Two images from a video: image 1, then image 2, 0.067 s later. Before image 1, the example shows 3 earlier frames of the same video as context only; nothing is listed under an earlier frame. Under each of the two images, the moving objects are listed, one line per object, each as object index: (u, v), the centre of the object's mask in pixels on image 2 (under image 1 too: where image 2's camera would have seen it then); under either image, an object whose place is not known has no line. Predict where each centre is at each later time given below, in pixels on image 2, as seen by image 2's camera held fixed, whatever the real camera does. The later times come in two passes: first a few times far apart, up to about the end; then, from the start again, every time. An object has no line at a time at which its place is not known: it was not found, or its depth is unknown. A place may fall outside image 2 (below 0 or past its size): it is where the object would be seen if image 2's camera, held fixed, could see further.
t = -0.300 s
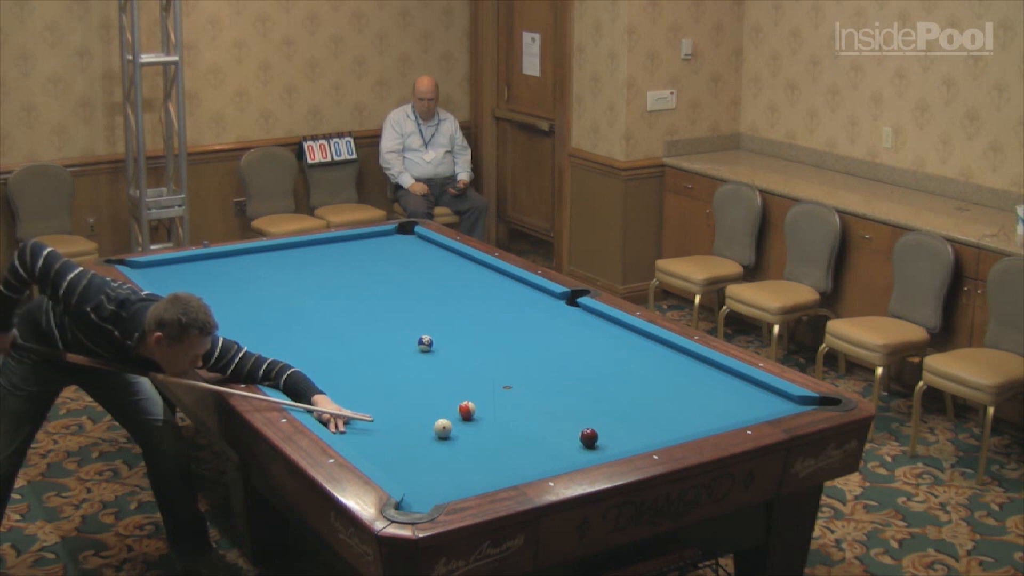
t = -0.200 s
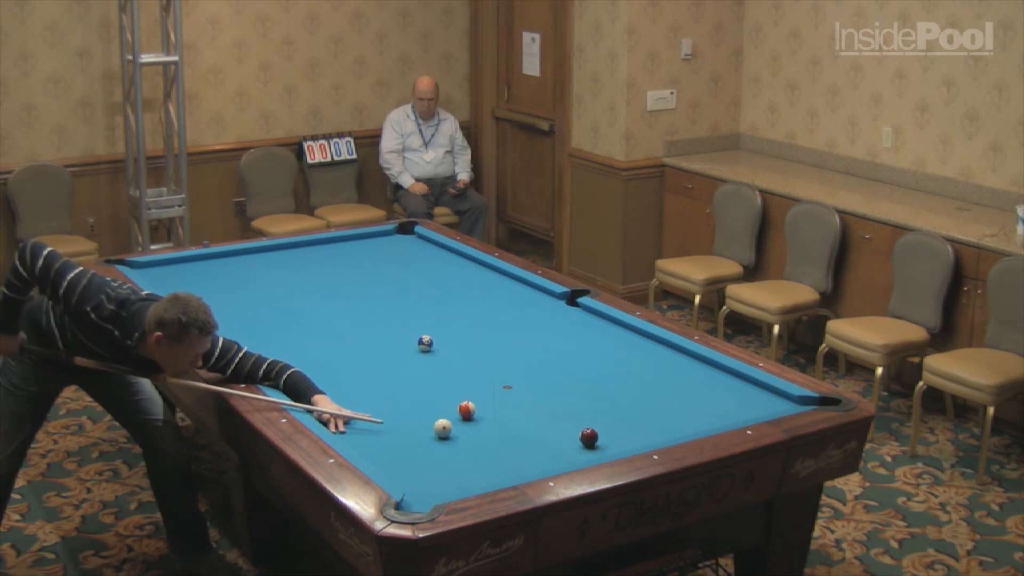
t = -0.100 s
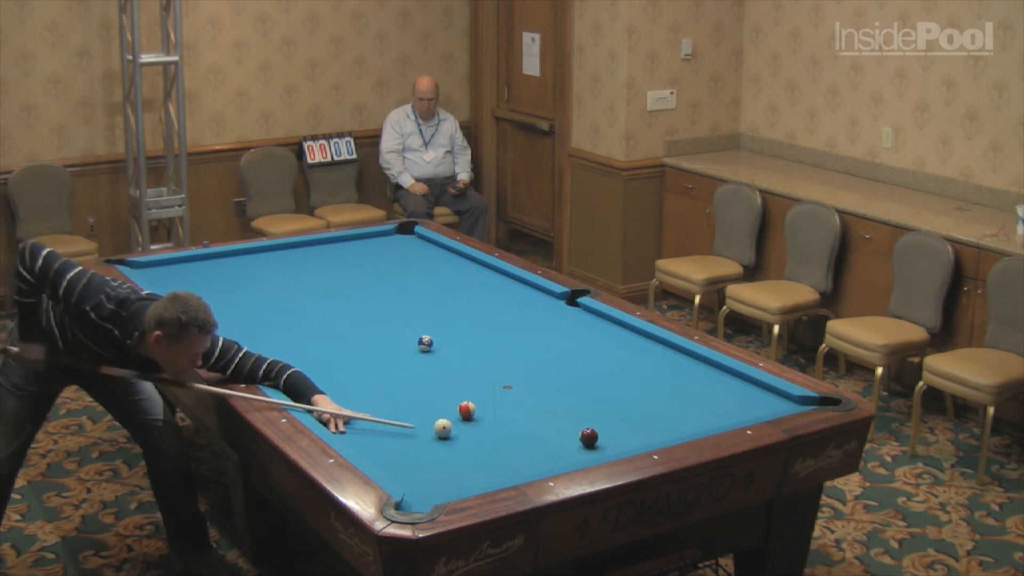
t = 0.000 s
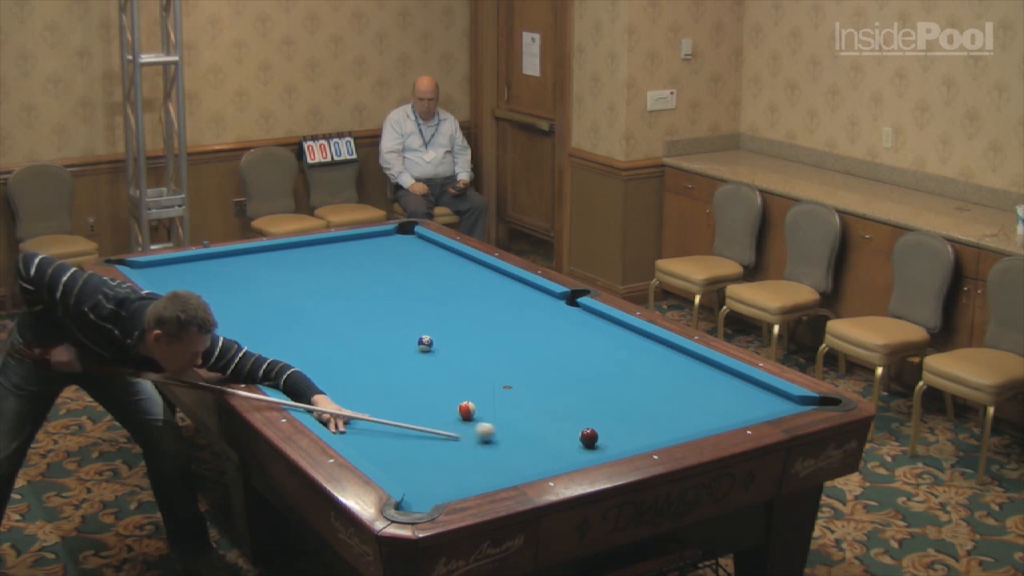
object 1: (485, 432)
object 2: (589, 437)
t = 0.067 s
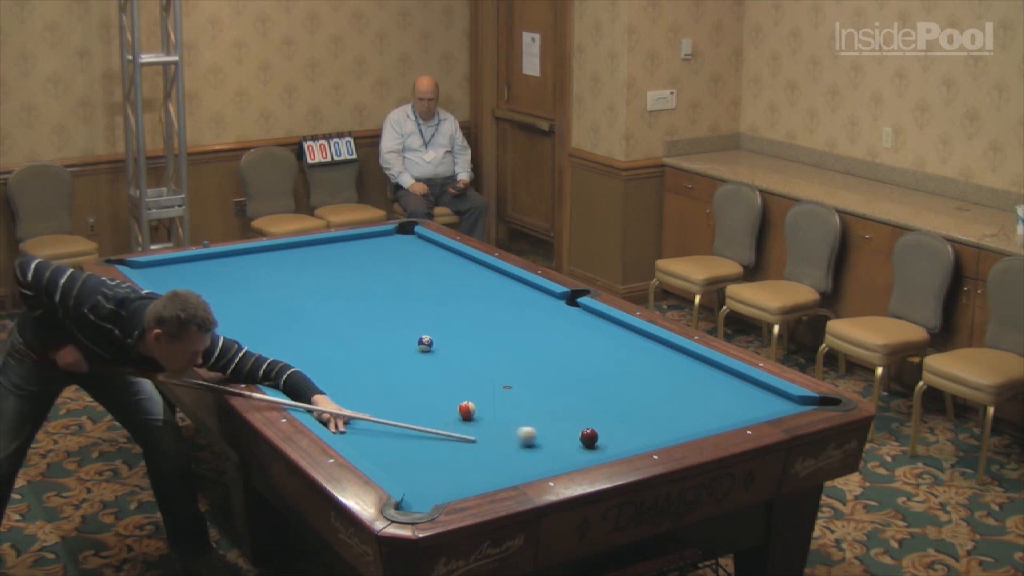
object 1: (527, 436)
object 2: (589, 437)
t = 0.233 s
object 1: (582, 449)
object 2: (623, 432)
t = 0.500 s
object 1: (566, 454)
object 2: (701, 420)
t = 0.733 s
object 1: (534, 451)
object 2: (763, 409)
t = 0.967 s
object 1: (503, 447)
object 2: (809, 400)
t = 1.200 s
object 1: (474, 443)
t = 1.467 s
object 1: (442, 439)
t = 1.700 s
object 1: (416, 436)
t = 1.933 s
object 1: (393, 433)
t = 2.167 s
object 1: (370, 430)
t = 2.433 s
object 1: (347, 428)
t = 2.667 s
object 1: (331, 423)
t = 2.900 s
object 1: (332, 420)
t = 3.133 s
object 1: (334, 417)
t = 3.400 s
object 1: (336, 413)
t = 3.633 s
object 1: (338, 410)
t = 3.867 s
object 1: (338, 408)
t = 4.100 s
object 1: (338, 406)
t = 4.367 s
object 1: (339, 405)
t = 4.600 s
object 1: (339, 404)
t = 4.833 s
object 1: (339, 404)
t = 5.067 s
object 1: (340, 404)
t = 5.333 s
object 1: (340, 404)
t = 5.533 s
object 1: (340, 404)
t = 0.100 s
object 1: (547, 438)
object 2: (589, 437)
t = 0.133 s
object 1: (566, 440)
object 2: (589, 437)
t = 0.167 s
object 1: (574, 443)
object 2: (599, 436)
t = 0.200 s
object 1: (578, 446)
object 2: (611, 435)
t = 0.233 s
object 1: (582, 449)
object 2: (623, 432)
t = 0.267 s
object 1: (585, 451)
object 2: (635, 431)
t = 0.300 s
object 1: (587, 452)
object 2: (645, 430)
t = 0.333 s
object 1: (590, 453)
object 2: (655, 428)
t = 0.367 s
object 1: (587, 453)
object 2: (665, 426)
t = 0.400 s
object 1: (581, 454)
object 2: (674, 425)
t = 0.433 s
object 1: (576, 454)
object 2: (683, 423)
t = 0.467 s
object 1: (571, 454)
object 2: (692, 422)
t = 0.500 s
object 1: (566, 454)
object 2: (701, 420)
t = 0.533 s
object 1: (562, 454)
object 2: (710, 419)
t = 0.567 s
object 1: (557, 454)
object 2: (719, 417)
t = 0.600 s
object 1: (552, 453)
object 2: (728, 416)
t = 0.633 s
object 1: (548, 453)
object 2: (737, 414)
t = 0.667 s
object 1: (543, 452)
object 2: (746, 412)
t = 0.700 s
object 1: (539, 451)
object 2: (754, 410)
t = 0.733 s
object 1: (534, 451)
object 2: (763, 409)
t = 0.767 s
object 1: (530, 450)
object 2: (771, 407)
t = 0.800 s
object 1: (525, 449)
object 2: (779, 406)
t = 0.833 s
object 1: (520, 449)
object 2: (787, 403)
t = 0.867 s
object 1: (516, 448)
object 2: (793, 402)
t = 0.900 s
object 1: (512, 448)
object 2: (799, 401)
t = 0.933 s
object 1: (507, 447)
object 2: (804, 399)
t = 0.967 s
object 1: (503, 447)
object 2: (809, 400)
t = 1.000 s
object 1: (499, 446)
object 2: (814, 402)
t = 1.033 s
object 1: (494, 446)
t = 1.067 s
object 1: (490, 445)
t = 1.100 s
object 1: (486, 444)
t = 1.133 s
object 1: (482, 444)
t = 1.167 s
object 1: (478, 443)
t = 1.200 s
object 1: (474, 443)
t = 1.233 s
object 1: (470, 442)
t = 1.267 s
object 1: (466, 442)
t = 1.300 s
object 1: (462, 441)
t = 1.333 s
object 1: (458, 441)
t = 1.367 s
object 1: (454, 440)
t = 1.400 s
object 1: (450, 440)
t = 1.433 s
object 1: (446, 439)
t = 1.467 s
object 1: (442, 439)
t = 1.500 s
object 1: (438, 439)
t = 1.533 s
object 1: (434, 438)
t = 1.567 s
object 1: (431, 438)
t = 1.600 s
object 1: (427, 437)
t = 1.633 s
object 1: (424, 437)
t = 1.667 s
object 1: (420, 436)
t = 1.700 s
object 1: (416, 436)
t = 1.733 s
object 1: (413, 435)
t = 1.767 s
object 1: (409, 435)
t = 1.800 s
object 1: (406, 435)
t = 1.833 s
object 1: (403, 434)
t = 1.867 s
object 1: (399, 434)
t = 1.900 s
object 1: (396, 433)
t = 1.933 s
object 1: (393, 433)
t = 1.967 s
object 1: (390, 433)
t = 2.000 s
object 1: (386, 432)
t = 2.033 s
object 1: (383, 432)
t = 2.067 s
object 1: (380, 431)
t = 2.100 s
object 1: (377, 431)
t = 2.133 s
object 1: (373, 431)
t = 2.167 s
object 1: (370, 430)
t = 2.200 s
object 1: (367, 430)
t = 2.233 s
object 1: (364, 430)
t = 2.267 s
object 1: (361, 429)
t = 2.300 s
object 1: (358, 429)
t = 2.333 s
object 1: (355, 428)
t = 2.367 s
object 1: (352, 428)
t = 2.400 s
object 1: (349, 428)
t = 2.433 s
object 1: (347, 428)
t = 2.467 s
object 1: (344, 427)
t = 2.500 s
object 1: (341, 427)
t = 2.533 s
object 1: (338, 426)
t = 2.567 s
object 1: (336, 426)
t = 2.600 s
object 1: (334, 425)
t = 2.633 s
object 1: (331, 424)
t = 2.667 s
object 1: (331, 423)
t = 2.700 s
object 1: (331, 423)
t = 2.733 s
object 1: (331, 422)
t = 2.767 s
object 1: (331, 422)
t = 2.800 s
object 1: (331, 422)
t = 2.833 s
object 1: (332, 421)
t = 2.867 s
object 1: (332, 421)
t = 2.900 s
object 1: (332, 420)
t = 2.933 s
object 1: (332, 420)
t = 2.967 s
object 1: (333, 419)
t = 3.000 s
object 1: (333, 419)
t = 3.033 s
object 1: (333, 418)
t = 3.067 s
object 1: (333, 418)
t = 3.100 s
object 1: (334, 417)
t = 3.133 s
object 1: (334, 417)
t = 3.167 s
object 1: (334, 416)
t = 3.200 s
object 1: (334, 416)
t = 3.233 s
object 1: (335, 415)
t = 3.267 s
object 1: (335, 415)
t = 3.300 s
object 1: (335, 414)
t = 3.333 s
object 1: (336, 414)
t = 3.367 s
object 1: (336, 413)
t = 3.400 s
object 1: (336, 413)
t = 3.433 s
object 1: (336, 412)
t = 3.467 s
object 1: (337, 412)
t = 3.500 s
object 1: (337, 411)
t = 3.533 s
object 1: (337, 411)
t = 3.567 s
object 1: (337, 411)
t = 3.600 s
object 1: (337, 410)
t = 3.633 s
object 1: (338, 410)
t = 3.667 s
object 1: (338, 410)
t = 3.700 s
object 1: (338, 409)
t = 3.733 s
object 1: (338, 409)
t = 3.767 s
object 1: (338, 409)
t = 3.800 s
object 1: (338, 408)
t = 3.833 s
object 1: (338, 408)
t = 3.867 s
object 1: (338, 408)
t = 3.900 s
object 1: (338, 407)
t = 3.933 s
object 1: (338, 407)
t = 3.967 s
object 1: (338, 407)
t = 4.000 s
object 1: (338, 407)
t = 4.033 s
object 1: (338, 406)
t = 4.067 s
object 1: (338, 406)
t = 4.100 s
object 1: (338, 406)
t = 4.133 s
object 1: (338, 406)
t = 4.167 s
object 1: (339, 406)
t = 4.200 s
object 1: (339, 405)
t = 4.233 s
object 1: (339, 405)
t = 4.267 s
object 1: (339, 405)
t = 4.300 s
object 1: (339, 405)
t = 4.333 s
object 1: (339, 405)
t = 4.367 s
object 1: (339, 405)
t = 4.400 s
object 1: (339, 404)
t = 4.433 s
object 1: (339, 404)
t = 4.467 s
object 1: (339, 404)
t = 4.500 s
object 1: (339, 404)
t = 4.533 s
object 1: (339, 404)
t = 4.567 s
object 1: (339, 404)
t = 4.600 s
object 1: (339, 404)
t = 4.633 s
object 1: (339, 404)
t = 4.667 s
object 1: (339, 404)
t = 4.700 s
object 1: (339, 404)
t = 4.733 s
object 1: (339, 404)
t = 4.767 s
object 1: (339, 404)
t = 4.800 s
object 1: (339, 404)
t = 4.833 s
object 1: (339, 404)
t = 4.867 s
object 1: (340, 404)
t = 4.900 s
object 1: (340, 404)
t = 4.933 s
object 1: (340, 404)
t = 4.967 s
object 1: (340, 404)
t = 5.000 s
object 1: (340, 404)
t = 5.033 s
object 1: (340, 404)
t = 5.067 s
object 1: (340, 404)
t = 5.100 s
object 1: (340, 404)
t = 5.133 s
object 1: (340, 404)
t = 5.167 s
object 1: (340, 404)
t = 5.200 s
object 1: (340, 404)
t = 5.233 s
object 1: (340, 404)
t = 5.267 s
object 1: (340, 404)
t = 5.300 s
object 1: (340, 404)
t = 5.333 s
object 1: (340, 404)
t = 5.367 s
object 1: (340, 404)
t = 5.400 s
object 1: (340, 404)
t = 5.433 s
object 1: (340, 404)
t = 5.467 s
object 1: (340, 404)
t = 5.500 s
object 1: (340, 404)
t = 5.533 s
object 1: (340, 404)
